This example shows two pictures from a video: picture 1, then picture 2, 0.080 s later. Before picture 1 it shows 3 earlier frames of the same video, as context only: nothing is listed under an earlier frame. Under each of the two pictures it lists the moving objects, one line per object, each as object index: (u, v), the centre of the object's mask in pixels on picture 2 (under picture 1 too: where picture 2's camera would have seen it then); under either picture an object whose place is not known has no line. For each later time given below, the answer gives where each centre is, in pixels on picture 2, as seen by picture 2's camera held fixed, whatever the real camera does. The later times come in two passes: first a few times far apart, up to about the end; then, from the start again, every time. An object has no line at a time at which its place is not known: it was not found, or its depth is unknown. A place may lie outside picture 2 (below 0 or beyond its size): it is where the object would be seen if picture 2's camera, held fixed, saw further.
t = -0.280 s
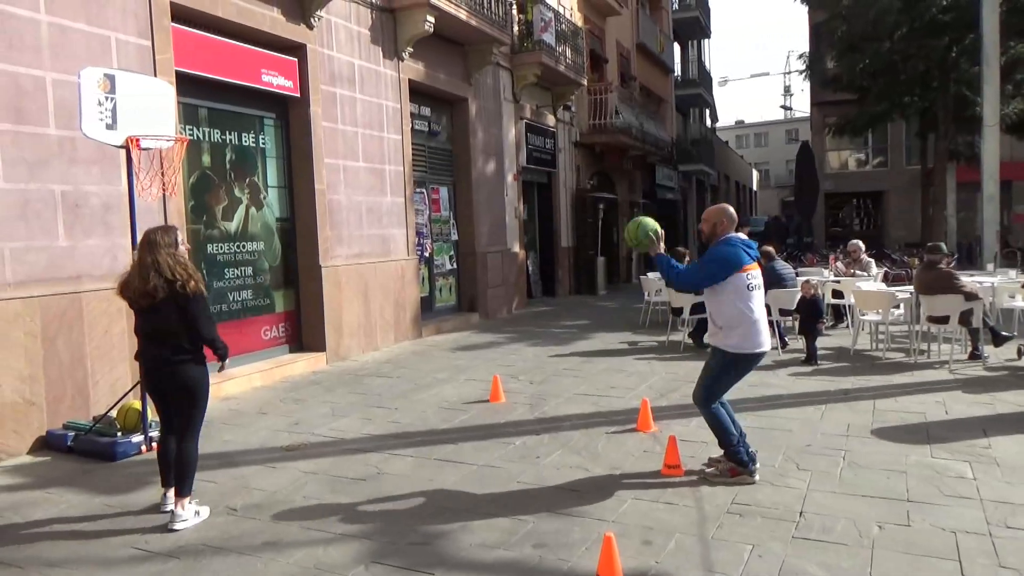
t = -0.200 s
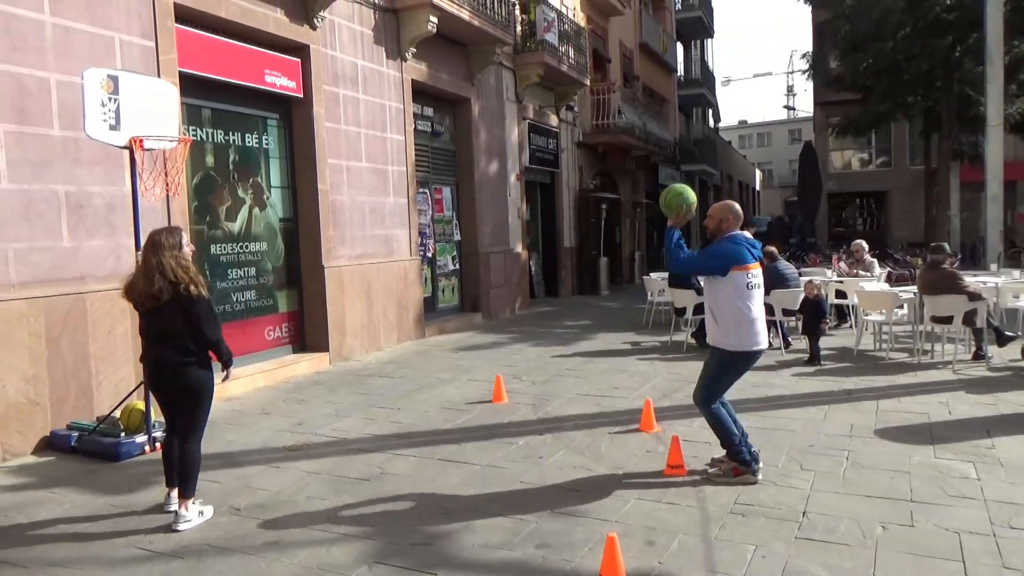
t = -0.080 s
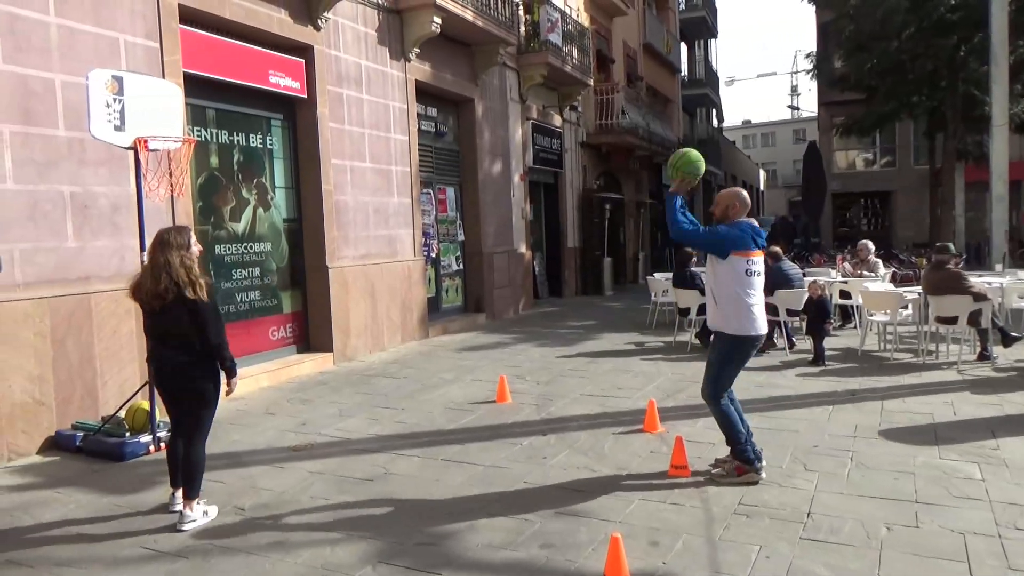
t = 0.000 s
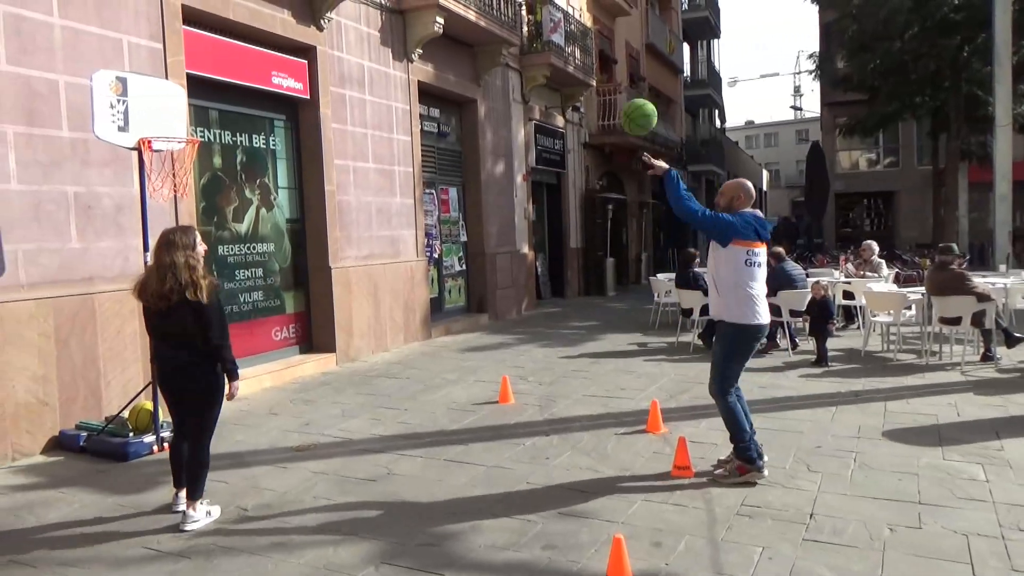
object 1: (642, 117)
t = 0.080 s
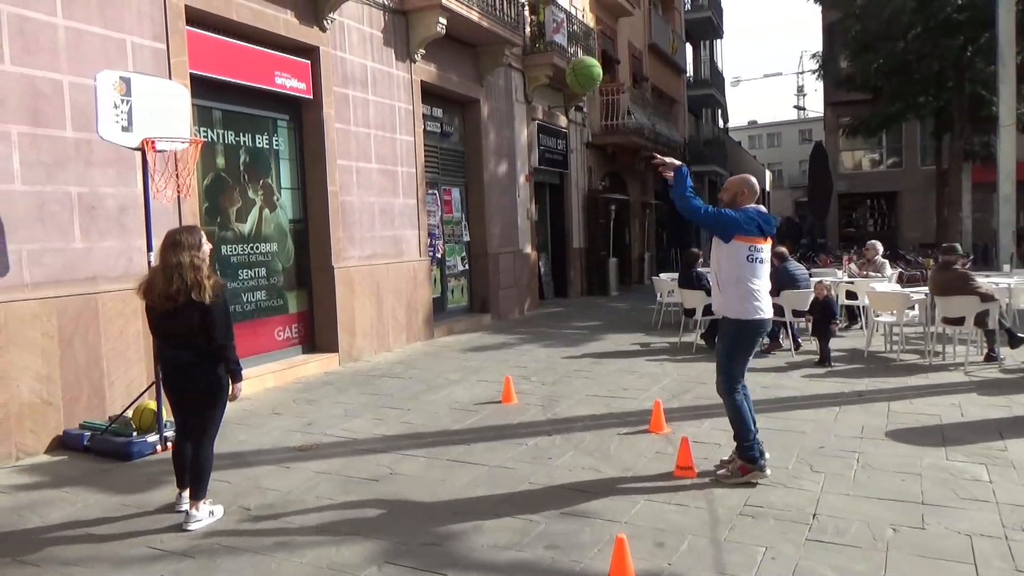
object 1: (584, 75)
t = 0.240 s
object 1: (474, 23)
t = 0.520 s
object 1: (297, 33)
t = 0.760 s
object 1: (164, 132)
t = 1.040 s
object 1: (187, 168)
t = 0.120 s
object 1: (556, 57)
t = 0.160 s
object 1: (528, 43)
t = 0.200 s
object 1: (501, 32)
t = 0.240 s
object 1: (474, 23)
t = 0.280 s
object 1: (447, 16)
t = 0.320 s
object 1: (421, 14)
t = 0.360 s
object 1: (396, 14)
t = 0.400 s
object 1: (370, 14)
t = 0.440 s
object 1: (345, 16)
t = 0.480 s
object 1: (321, 23)
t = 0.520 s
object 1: (297, 33)
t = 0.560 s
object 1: (274, 43)
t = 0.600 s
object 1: (251, 57)
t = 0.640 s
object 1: (229, 74)
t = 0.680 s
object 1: (206, 91)
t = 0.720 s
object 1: (185, 111)
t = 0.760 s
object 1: (164, 132)
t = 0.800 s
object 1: (173, 139)
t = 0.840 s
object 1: (172, 140)
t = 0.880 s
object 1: (165, 141)
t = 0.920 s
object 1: (164, 144)
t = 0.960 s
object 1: (171, 150)
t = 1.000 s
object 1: (179, 158)
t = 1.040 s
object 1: (187, 168)
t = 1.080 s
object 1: (194, 179)
